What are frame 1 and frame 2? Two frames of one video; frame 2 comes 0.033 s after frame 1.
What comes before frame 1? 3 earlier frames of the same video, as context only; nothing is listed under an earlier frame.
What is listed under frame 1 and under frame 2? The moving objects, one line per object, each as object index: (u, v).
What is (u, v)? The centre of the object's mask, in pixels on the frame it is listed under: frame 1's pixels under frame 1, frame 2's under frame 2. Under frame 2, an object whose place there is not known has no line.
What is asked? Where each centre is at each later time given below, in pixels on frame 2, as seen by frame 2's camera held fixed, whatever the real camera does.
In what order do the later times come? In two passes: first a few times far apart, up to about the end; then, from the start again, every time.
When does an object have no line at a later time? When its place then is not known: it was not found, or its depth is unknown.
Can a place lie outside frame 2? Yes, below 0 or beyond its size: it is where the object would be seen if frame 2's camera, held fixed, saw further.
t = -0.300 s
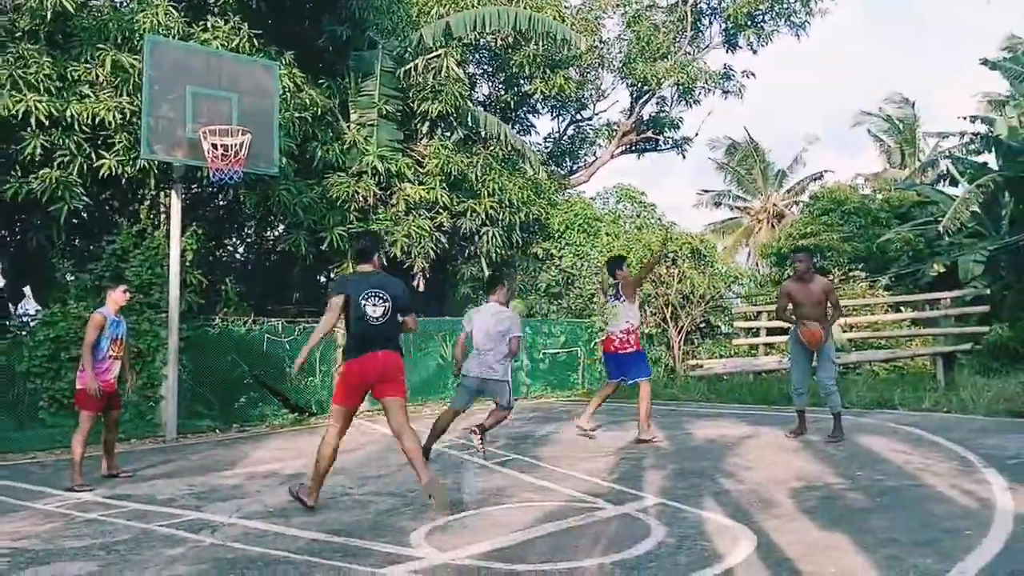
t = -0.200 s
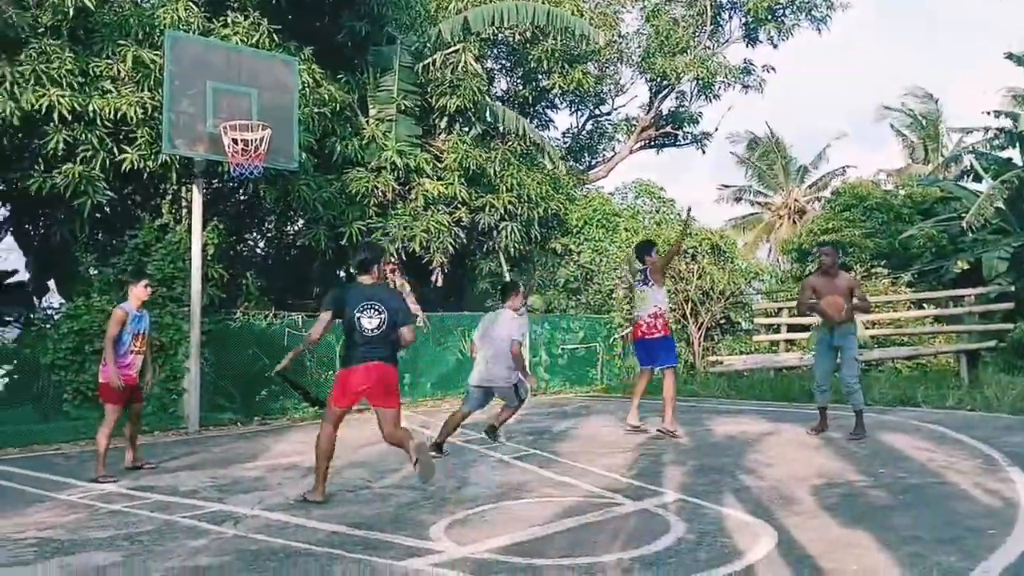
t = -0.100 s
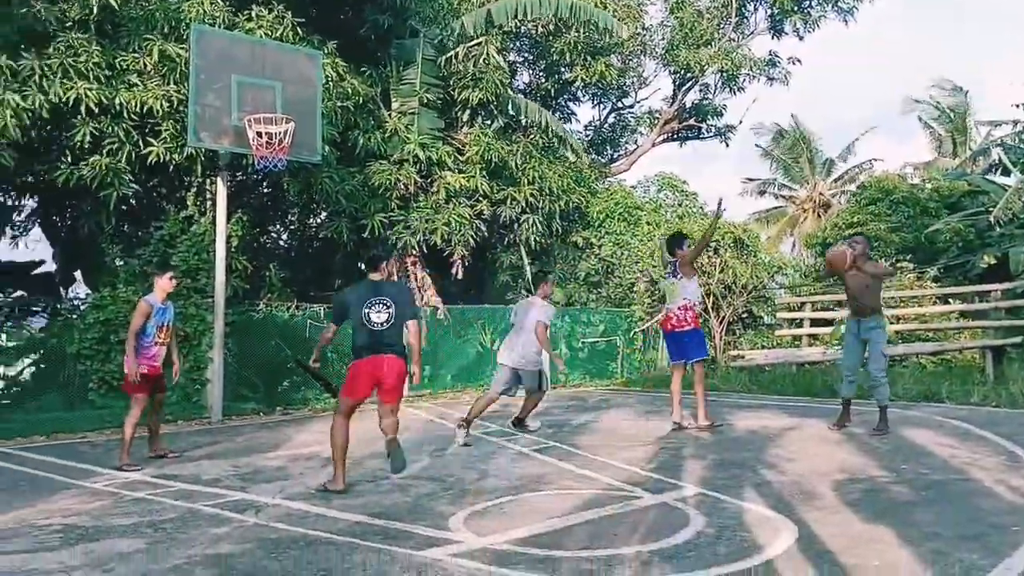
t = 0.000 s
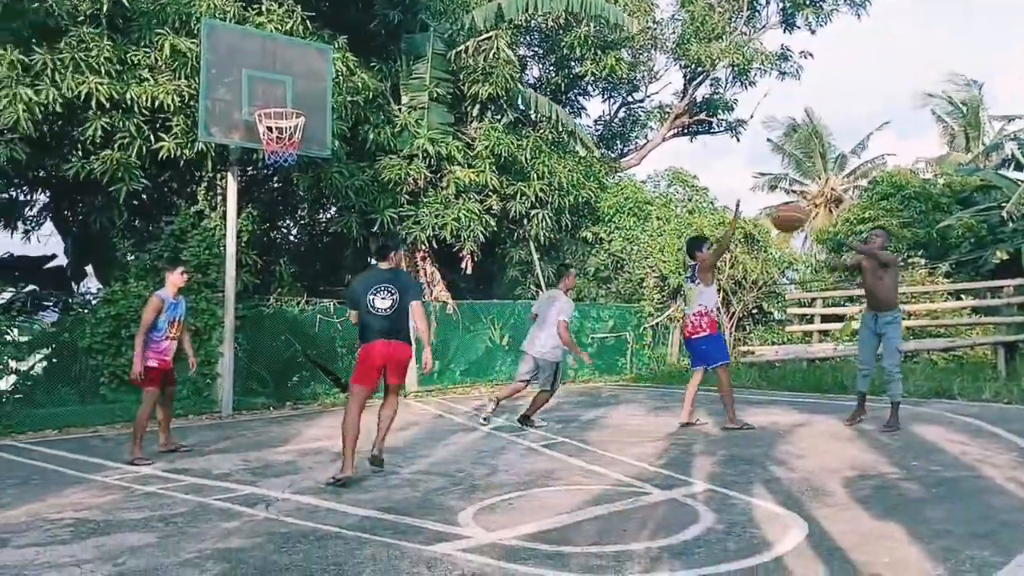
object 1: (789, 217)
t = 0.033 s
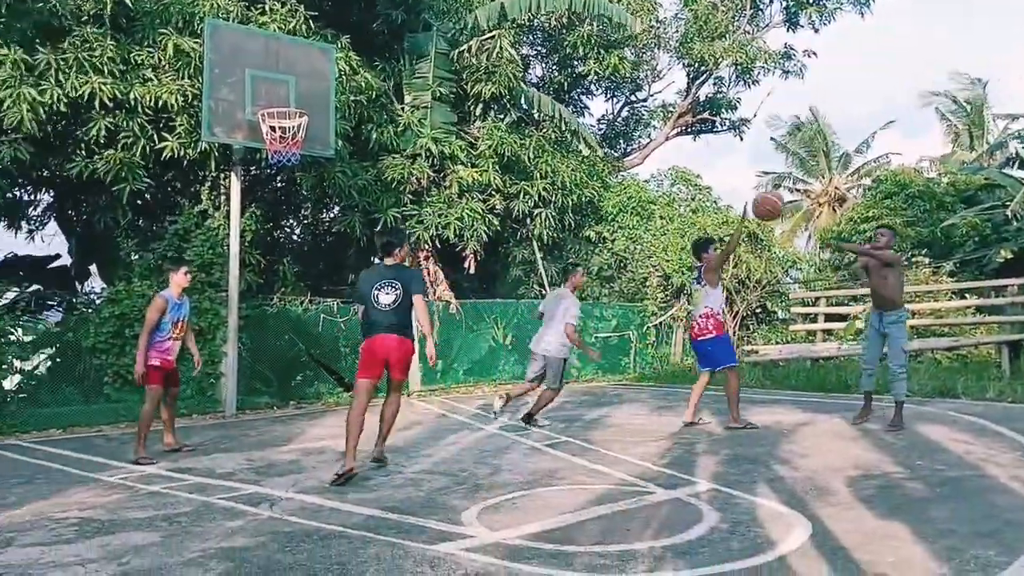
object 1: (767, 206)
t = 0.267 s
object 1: (577, 159)
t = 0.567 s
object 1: (202, 221)
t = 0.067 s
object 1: (744, 195)
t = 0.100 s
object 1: (719, 186)
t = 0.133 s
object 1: (693, 179)
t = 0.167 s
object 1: (665, 172)
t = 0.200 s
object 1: (638, 167)
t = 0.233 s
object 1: (607, 163)
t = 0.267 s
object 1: (577, 159)
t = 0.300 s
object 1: (542, 159)
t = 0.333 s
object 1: (509, 160)
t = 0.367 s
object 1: (472, 162)
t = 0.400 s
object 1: (433, 167)
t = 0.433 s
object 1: (392, 171)
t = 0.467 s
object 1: (350, 180)
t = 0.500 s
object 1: (304, 191)
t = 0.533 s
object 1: (257, 205)
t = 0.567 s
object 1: (202, 221)
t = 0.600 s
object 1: (144, 244)
